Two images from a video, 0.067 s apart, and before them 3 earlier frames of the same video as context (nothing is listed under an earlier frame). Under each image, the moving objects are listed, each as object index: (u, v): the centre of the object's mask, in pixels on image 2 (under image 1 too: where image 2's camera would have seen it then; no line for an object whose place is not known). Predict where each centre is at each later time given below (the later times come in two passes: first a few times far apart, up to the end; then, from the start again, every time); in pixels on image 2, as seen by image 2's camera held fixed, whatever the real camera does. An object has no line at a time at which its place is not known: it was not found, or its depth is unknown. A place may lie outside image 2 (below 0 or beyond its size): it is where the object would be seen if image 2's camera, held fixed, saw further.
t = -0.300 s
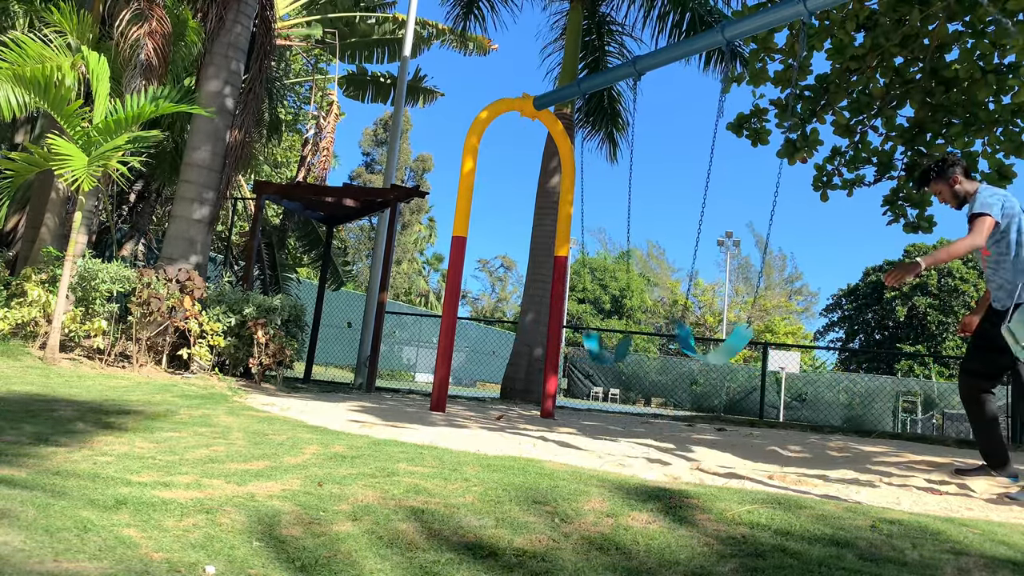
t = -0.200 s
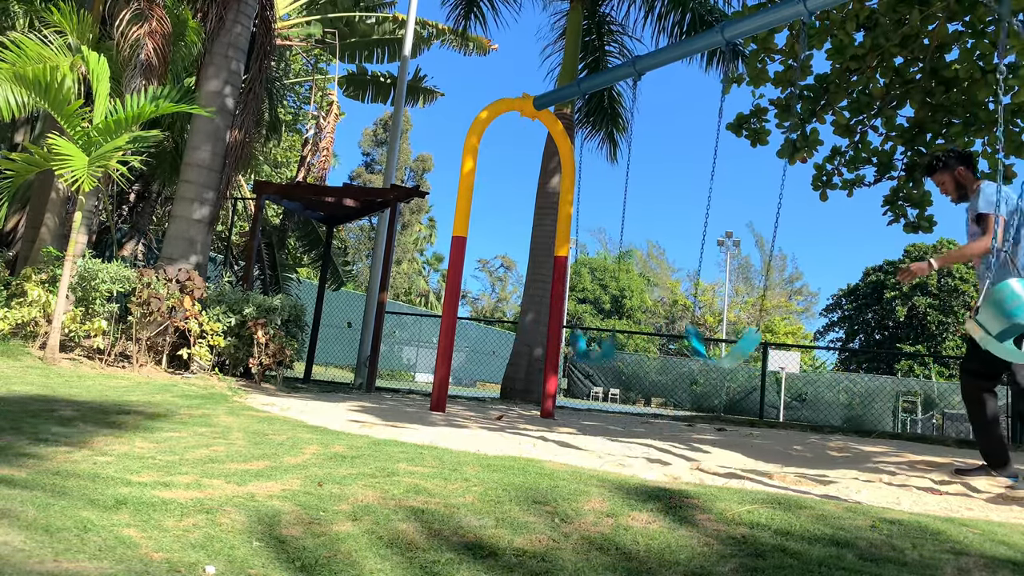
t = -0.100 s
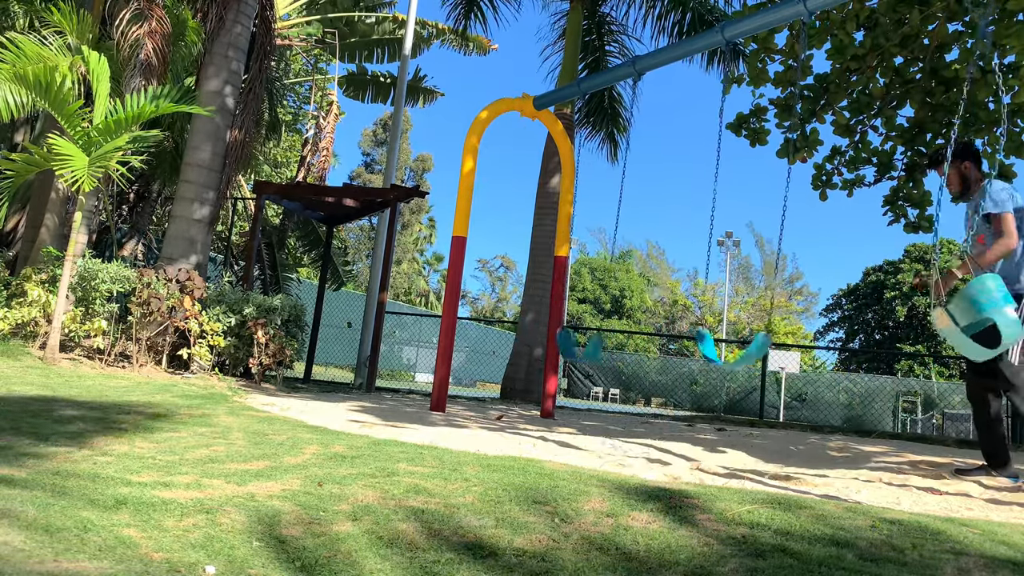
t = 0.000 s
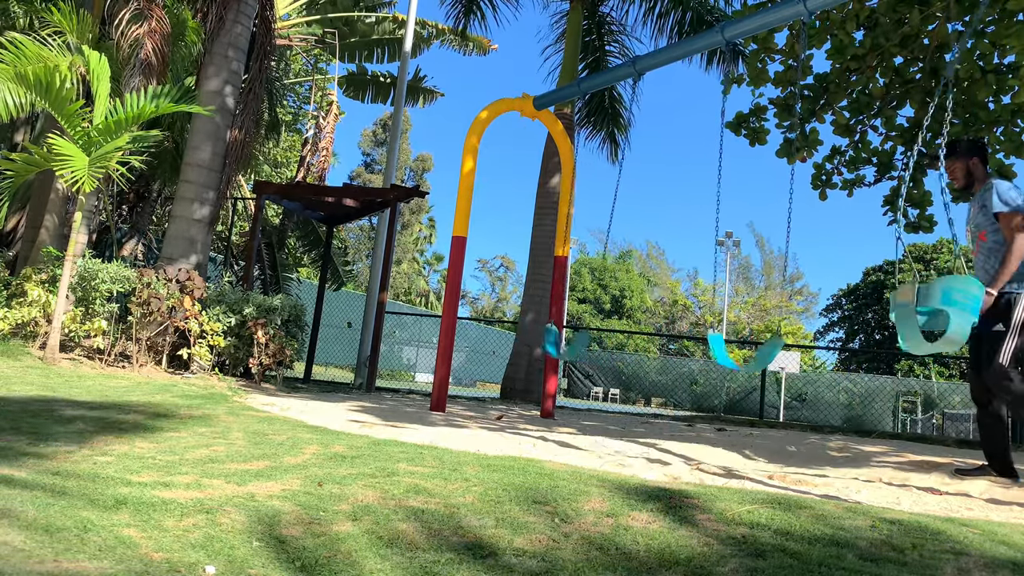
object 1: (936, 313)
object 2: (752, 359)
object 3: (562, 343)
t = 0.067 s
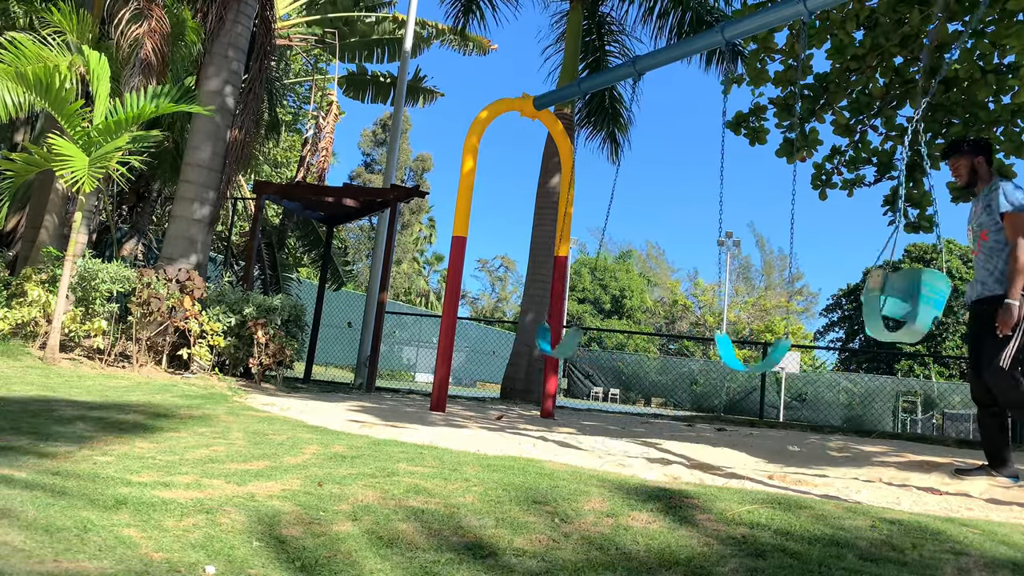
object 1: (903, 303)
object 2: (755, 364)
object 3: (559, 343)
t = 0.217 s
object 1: (846, 272)
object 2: (758, 362)
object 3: (542, 335)
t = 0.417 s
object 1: (801, 264)
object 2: (770, 359)
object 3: (529, 329)
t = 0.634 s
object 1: (805, 287)
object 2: (778, 360)
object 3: (529, 329)
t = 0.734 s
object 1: (830, 309)
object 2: (774, 357)
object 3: (535, 331)
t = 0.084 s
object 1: (896, 299)
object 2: (758, 362)
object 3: (557, 342)
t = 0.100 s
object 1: (889, 295)
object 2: (758, 363)
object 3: (554, 341)
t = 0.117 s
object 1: (882, 291)
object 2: (758, 362)
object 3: (553, 340)
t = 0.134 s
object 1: (875, 288)
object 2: (751, 365)
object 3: (550, 339)
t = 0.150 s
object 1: (868, 284)
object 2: (751, 362)
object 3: (549, 338)
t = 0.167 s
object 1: (862, 281)
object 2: (753, 362)
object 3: (546, 338)
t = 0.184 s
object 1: (857, 278)
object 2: (754, 362)
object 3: (544, 338)
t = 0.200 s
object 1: (851, 275)
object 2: (756, 362)
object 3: (542, 336)
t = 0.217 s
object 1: (846, 272)
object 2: (758, 362)
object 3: (542, 335)
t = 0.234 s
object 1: (841, 269)
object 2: (760, 362)
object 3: (540, 335)
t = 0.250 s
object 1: (836, 267)
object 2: (760, 362)
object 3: (540, 334)
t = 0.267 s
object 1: (832, 265)
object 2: (761, 361)
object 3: (538, 333)
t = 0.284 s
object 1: (828, 264)
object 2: (762, 360)
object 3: (537, 333)
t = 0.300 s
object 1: (825, 262)
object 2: (764, 361)
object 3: (536, 333)
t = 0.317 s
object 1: (821, 262)
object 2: (766, 361)
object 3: (535, 332)
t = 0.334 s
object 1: (817, 261)
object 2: (766, 360)
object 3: (533, 331)
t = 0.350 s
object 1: (813, 261)
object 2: (767, 360)
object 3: (532, 330)
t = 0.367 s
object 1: (810, 261)
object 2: (769, 360)
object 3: (531, 330)
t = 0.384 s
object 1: (807, 262)
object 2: (770, 360)
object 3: (530, 329)
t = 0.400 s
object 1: (804, 263)
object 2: (770, 359)
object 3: (529, 329)
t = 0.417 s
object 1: (801, 264)
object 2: (770, 359)
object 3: (529, 329)
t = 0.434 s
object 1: (799, 265)
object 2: (772, 360)
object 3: (528, 328)
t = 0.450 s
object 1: (797, 266)
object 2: (772, 358)
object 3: (528, 328)
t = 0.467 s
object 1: (795, 267)
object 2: (773, 359)
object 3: (528, 328)
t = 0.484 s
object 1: (793, 269)
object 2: (772, 357)
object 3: (528, 328)
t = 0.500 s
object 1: (793, 271)
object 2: (774, 359)
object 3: (528, 328)
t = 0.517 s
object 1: (792, 273)
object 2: (775, 358)
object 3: (527, 328)
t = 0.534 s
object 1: (792, 275)
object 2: (776, 358)
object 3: (528, 328)
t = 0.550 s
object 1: (793, 276)
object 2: (778, 360)
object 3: (528, 328)
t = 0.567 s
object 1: (795, 278)
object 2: (778, 360)
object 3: (528, 328)
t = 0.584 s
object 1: (796, 280)
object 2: (778, 360)
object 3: (528, 328)
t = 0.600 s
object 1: (799, 282)
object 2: (778, 360)
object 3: (528, 328)
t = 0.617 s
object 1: (801, 284)
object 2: (778, 360)
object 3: (529, 329)
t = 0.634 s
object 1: (805, 287)
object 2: (778, 360)
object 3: (529, 329)
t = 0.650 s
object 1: (808, 289)
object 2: (778, 360)
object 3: (530, 329)
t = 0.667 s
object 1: (812, 293)
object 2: (778, 360)
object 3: (531, 330)
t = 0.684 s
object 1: (817, 296)
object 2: (775, 358)
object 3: (532, 330)
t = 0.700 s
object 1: (821, 300)
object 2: (778, 360)
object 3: (533, 331)
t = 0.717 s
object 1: (825, 304)
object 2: (774, 358)
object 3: (534, 331)
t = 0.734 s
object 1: (830, 309)
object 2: (774, 357)
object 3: (535, 331)
